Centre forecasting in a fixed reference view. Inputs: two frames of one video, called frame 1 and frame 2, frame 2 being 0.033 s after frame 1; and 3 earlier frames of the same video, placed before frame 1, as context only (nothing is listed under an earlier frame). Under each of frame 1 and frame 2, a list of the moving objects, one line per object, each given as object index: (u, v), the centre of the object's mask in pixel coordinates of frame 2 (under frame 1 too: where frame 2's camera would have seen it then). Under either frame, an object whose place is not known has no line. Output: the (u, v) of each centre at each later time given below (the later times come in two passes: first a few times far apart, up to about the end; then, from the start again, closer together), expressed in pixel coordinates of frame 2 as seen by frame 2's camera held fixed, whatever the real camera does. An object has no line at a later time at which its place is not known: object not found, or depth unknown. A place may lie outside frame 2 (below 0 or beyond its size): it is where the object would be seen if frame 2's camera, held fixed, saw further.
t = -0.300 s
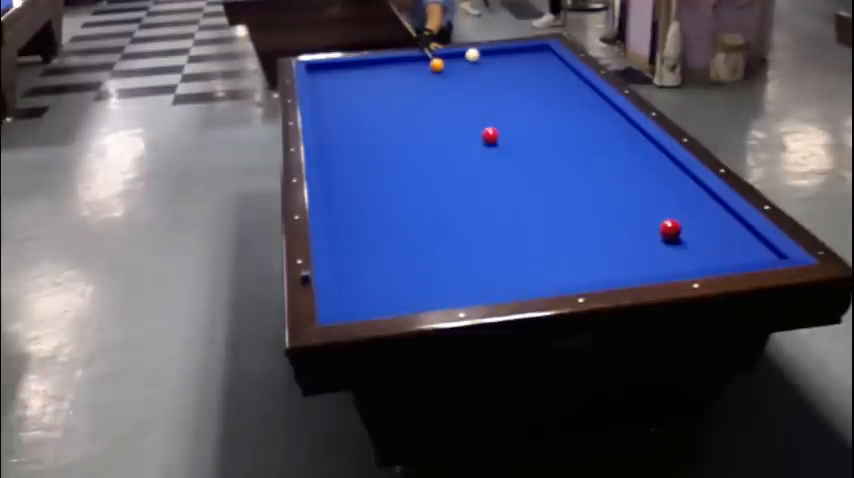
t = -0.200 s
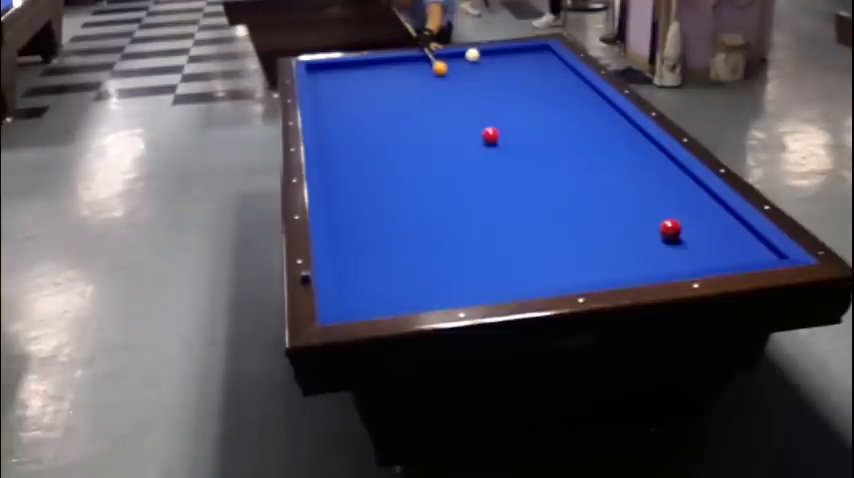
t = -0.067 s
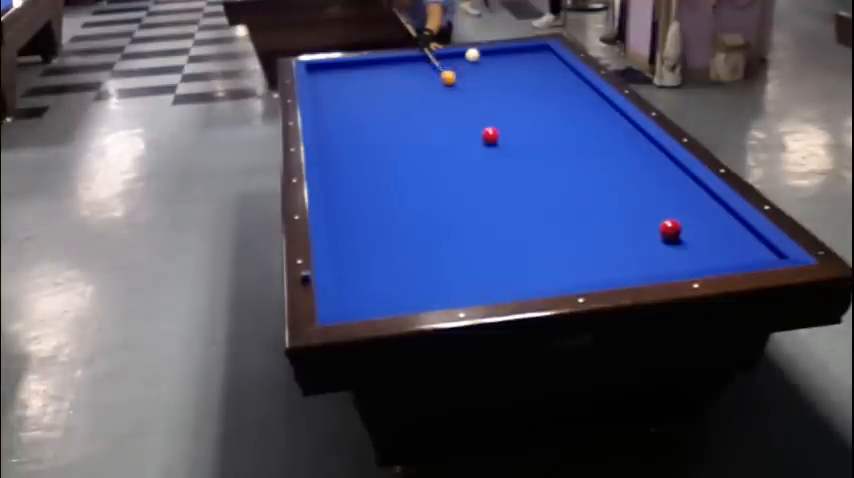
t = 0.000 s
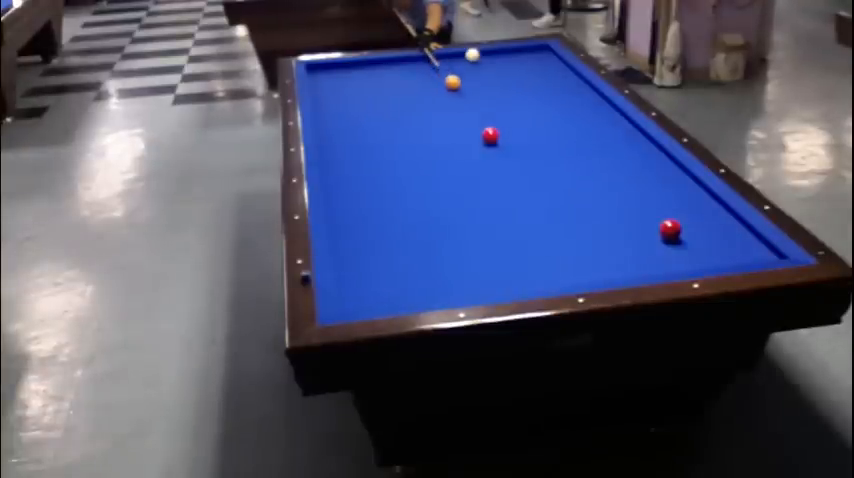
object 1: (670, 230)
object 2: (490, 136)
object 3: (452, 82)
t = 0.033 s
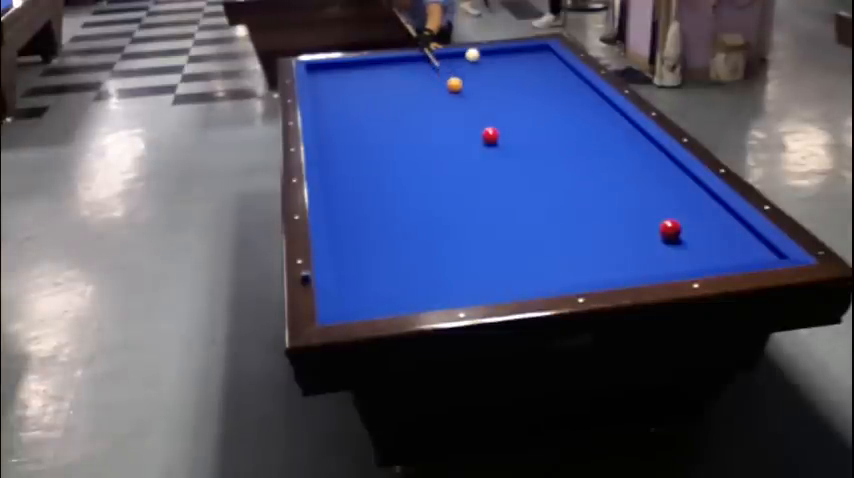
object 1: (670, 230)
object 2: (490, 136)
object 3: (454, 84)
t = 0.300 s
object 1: (670, 230)
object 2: (490, 136)
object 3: (472, 104)
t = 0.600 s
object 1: (670, 230)
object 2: (490, 137)
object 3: (496, 127)
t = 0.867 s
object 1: (670, 230)
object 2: (478, 153)
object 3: (530, 137)
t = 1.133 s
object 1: (670, 230)
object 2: (466, 169)
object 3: (565, 146)
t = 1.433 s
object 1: (670, 230)
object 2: (453, 189)
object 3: (606, 155)
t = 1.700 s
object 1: (670, 230)
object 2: (440, 207)
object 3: (645, 165)
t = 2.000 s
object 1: (670, 230)
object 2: (424, 230)
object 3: (683, 176)
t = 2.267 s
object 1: (670, 230)
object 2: (409, 252)
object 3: (679, 187)
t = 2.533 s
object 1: (670, 230)
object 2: (393, 275)
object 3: (676, 199)
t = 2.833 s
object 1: (670, 230)
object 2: (373, 300)
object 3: (672, 211)
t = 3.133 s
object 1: (670, 235)
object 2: (351, 294)
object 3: (668, 218)
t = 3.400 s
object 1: (670, 243)
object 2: (352, 283)
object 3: (664, 223)
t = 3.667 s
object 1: (670, 252)
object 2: (359, 272)
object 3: (661, 226)
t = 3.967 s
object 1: (670, 260)
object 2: (368, 260)
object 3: (659, 227)
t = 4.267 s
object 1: (669, 265)
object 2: (374, 251)
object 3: (658, 229)
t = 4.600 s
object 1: (659, 263)
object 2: (381, 240)
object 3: (656, 231)
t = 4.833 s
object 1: (654, 262)
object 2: (386, 234)
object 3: (655, 231)
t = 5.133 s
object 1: (647, 258)
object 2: (392, 227)
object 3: (655, 232)
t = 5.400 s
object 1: (643, 257)
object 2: (396, 221)
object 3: (655, 233)
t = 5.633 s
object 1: (640, 255)
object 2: (399, 216)
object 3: (656, 233)
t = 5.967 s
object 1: (636, 254)
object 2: (404, 210)
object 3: (655, 233)
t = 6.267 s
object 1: (635, 254)
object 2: (407, 205)
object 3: (656, 233)
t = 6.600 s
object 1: (634, 254)
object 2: (411, 201)
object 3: (656, 234)
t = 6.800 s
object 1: (634, 254)
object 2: (413, 199)
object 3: (656, 234)
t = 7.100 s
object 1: (634, 255)
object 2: (416, 195)
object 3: (656, 233)
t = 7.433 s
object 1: (634, 255)
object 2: (418, 193)
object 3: (656, 233)
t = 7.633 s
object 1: (634, 255)
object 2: (420, 191)
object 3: (656, 233)
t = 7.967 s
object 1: (634, 254)
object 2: (422, 189)
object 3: (656, 232)
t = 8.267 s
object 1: (634, 254)
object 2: (423, 187)
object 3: (656, 232)
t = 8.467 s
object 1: (634, 254)
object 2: (424, 187)
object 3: (656, 232)
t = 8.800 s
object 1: (634, 254)
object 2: (424, 186)
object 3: (656, 233)
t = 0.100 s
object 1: (670, 230)
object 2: (490, 136)
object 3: (458, 89)
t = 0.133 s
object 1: (670, 230)
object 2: (490, 136)
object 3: (461, 91)
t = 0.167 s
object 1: (670, 230)
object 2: (490, 136)
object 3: (463, 94)
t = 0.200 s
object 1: (670, 230)
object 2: (490, 136)
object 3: (465, 96)
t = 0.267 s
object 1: (670, 230)
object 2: (490, 136)
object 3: (470, 102)
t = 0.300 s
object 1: (670, 230)
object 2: (490, 136)
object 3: (472, 104)
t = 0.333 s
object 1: (670, 230)
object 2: (490, 136)
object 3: (475, 107)
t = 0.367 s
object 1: (670, 230)
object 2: (490, 136)
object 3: (477, 109)
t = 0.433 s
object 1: (670, 230)
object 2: (490, 136)
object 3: (482, 115)
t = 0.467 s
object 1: (670, 230)
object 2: (490, 136)
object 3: (484, 118)
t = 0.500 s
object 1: (670, 230)
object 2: (490, 136)
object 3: (486, 120)
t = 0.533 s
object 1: (670, 230)
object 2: (490, 136)
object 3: (489, 122)
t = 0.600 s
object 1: (670, 230)
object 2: (490, 137)
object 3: (496, 127)
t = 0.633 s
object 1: (670, 230)
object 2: (488, 138)
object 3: (500, 130)
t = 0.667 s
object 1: (670, 230)
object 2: (486, 141)
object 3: (504, 131)
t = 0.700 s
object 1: (670, 230)
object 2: (485, 143)
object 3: (508, 132)
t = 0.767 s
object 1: (670, 230)
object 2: (482, 147)
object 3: (517, 133)
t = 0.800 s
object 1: (670, 230)
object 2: (481, 149)
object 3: (521, 135)
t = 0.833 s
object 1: (670, 230)
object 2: (479, 150)
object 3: (525, 136)
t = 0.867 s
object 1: (670, 230)
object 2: (478, 153)
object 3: (530, 137)
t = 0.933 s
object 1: (670, 230)
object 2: (475, 157)
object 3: (538, 139)
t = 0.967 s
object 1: (670, 230)
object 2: (474, 159)
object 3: (543, 140)
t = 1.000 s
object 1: (670, 230)
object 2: (472, 161)
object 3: (547, 141)
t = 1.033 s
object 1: (670, 230)
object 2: (471, 162)
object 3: (551, 142)
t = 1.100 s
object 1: (670, 230)
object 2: (468, 167)
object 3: (560, 144)
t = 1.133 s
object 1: (670, 230)
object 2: (466, 169)
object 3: (565, 146)
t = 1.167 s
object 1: (670, 230)
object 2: (465, 171)
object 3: (569, 147)
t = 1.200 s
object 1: (670, 230)
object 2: (463, 173)
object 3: (574, 148)
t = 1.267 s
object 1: (670, 230)
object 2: (460, 178)
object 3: (583, 150)
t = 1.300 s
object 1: (670, 230)
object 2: (459, 180)
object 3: (588, 151)
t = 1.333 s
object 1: (670, 230)
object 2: (457, 182)
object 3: (592, 152)
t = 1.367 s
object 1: (670, 230)
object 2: (456, 184)
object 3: (597, 153)
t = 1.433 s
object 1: (670, 230)
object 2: (453, 189)
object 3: (606, 155)
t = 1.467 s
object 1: (670, 230)
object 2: (451, 191)
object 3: (611, 157)
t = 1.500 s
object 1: (670, 230)
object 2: (449, 193)
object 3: (616, 158)
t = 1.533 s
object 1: (670, 230)
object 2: (448, 195)
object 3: (621, 159)
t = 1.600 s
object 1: (670, 230)
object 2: (445, 200)
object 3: (630, 161)
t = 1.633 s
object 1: (670, 230)
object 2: (443, 203)
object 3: (635, 162)
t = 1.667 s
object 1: (670, 230)
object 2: (441, 205)
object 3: (640, 164)
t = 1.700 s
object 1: (670, 230)
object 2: (440, 207)
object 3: (645, 165)
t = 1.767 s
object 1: (670, 230)
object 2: (436, 212)
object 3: (654, 167)
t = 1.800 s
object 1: (670, 230)
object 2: (435, 215)
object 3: (659, 168)
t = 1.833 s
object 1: (670, 230)
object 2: (433, 217)
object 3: (664, 170)
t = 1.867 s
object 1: (670, 230)
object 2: (431, 220)
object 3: (669, 171)
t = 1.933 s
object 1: (670, 230)
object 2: (428, 225)
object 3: (679, 173)
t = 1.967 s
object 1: (670, 230)
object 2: (426, 228)
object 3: (683, 174)
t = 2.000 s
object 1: (670, 230)
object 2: (424, 230)
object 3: (683, 176)
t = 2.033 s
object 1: (670, 230)
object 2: (422, 233)
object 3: (682, 177)
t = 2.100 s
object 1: (670, 230)
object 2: (418, 238)
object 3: (681, 180)
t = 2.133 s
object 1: (670, 230)
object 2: (416, 241)
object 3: (681, 181)
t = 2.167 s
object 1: (670, 230)
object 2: (415, 244)
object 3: (680, 182)
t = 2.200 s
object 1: (670, 230)
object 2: (413, 247)
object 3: (680, 184)
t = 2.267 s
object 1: (670, 230)
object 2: (409, 252)
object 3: (679, 187)
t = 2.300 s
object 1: (670, 230)
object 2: (407, 255)
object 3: (678, 189)
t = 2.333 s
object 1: (670, 230)
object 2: (405, 257)
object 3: (678, 190)
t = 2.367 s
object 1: (670, 230)
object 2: (403, 260)
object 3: (677, 191)
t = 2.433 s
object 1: (670, 230)
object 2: (399, 266)
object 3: (677, 194)
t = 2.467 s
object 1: (670, 230)
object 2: (397, 269)
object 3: (676, 196)
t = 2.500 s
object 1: (670, 230)
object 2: (395, 272)
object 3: (676, 197)
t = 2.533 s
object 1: (670, 230)
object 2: (393, 275)
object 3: (676, 199)
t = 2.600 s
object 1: (670, 230)
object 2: (388, 281)
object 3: (675, 202)
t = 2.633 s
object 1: (670, 230)
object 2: (386, 284)
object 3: (674, 204)
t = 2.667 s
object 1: (670, 230)
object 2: (384, 287)
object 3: (674, 205)
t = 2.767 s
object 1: (670, 230)
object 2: (377, 295)
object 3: (673, 209)
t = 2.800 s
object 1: (670, 230)
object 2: (375, 297)
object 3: (673, 210)
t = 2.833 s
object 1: (670, 230)
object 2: (373, 300)
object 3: (672, 211)
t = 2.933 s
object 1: (670, 231)
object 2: (365, 301)
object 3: (671, 215)
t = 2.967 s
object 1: (670, 231)
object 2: (363, 300)
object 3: (670, 216)
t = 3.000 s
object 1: (670, 231)
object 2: (360, 299)
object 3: (669, 216)
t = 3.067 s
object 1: (670, 233)
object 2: (356, 297)
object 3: (669, 217)
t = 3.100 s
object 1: (670, 234)
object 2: (353, 297)
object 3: (668, 218)
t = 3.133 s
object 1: (670, 235)
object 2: (351, 294)
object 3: (668, 218)
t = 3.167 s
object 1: (670, 237)
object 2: (349, 293)
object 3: (667, 219)
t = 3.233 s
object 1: (670, 239)
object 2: (348, 291)
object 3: (666, 220)
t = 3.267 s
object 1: (670, 239)
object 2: (349, 290)
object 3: (666, 220)
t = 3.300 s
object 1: (670, 241)
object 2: (350, 287)
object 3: (665, 221)
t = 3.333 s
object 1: (670, 242)
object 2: (350, 286)
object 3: (665, 222)
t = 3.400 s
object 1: (670, 243)
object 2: (352, 283)
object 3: (664, 223)
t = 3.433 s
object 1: (670, 245)
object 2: (353, 281)
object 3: (664, 223)
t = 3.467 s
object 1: (670, 245)
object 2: (354, 280)
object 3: (664, 223)
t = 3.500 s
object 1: (670, 246)
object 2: (355, 278)
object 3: (663, 224)
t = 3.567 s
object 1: (671, 249)
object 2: (357, 276)
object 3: (663, 225)
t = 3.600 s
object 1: (670, 250)
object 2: (358, 275)
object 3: (662, 225)
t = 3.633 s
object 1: (670, 251)
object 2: (359, 274)
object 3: (662, 225)
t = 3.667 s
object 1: (670, 252)
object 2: (359, 272)
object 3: (661, 226)
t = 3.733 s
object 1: (671, 254)
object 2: (361, 269)
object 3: (661, 226)
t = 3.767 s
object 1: (670, 255)
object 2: (362, 268)
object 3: (660, 226)
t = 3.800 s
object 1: (670, 256)
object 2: (363, 267)
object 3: (660, 226)
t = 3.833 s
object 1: (670, 257)
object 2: (364, 266)
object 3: (660, 227)
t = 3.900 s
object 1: (670, 259)
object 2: (366, 263)
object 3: (659, 227)
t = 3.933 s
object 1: (670, 260)
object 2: (367, 261)
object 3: (659, 227)
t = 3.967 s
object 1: (670, 260)
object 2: (368, 260)
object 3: (659, 227)
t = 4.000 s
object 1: (670, 261)
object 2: (368, 259)
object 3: (659, 228)
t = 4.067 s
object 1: (670, 262)
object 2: (370, 257)
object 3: (659, 228)
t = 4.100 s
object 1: (670, 263)
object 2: (371, 256)
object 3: (658, 228)
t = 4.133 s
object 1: (670, 264)
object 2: (372, 255)
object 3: (658, 228)
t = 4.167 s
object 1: (670, 264)
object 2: (372, 254)
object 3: (658, 229)
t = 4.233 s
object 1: (670, 265)
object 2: (374, 252)
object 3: (658, 229)
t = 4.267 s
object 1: (669, 265)
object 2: (374, 251)
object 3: (658, 229)
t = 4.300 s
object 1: (668, 265)
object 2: (375, 250)
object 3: (657, 229)
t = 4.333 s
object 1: (667, 265)
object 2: (376, 249)
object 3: (657, 230)
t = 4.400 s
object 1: (665, 265)
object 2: (377, 246)
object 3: (657, 230)
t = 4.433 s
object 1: (664, 264)
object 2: (378, 245)
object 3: (657, 230)
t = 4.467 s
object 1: (663, 264)
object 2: (379, 244)
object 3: (657, 230)
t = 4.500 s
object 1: (662, 264)
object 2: (379, 243)
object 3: (657, 230)
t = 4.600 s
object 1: (659, 263)
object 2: (381, 240)
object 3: (656, 231)
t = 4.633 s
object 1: (659, 263)
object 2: (382, 239)
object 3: (656, 231)
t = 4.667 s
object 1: (657, 263)
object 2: (383, 238)
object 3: (656, 231)
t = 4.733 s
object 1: (656, 263)
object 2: (384, 237)
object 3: (655, 231)
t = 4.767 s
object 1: (655, 263)
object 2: (385, 235)
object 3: (655, 231)
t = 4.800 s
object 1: (654, 262)
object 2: (386, 235)
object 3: (655, 231)
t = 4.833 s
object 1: (654, 262)
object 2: (386, 234)
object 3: (655, 231)
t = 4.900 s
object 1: (652, 262)
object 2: (387, 232)
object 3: (655, 232)
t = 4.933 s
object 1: (651, 262)
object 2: (388, 231)
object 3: (655, 232)
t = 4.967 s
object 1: (651, 261)
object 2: (389, 230)
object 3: (655, 232)
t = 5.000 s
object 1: (650, 261)
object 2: (389, 230)
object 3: (655, 232)
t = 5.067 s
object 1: (649, 259)
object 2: (390, 228)
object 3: (655, 232)
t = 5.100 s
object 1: (648, 259)
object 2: (391, 228)
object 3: (655, 232)
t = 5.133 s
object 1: (647, 258)
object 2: (392, 227)
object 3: (655, 232)
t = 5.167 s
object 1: (647, 258)
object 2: (392, 226)
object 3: (655, 232)
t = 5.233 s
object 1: (645, 258)
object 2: (393, 224)
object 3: (655, 232)
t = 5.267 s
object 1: (645, 258)
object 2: (394, 224)
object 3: (655, 232)
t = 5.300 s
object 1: (644, 257)
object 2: (394, 223)
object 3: (655, 233)
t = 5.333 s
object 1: (643, 257)
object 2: (395, 222)
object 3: (655, 232)
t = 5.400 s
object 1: (643, 257)
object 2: (396, 221)
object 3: (655, 233)
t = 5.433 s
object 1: (642, 256)
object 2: (396, 220)
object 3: (655, 233)
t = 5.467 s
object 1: (642, 256)
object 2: (397, 219)
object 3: (655, 233)
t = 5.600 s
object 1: (640, 256)
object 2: (399, 217)
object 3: (656, 233)
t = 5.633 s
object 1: (640, 255)
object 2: (399, 216)
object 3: (656, 233)
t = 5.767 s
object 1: (638, 255)
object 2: (401, 214)
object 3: (656, 233)
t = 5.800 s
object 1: (638, 255)
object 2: (402, 213)
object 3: (656, 233)
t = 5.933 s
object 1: (637, 254)
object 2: (403, 211)
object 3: (655, 233)
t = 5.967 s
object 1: (636, 254)
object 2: (404, 210)
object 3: (655, 233)
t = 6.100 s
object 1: (635, 254)
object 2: (405, 208)
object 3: (656, 233)
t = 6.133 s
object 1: (635, 253)
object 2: (406, 208)
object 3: (656, 233)
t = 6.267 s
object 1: (635, 254)
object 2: (407, 205)
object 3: (656, 233)
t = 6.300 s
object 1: (634, 254)
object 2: (408, 205)
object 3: (656, 233)
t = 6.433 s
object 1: (634, 254)
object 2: (409, 203)
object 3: (656, 233)
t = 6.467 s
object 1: (634, 254)
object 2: (410, 203)
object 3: (656, 233)
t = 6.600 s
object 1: (634, 254)
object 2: (411, 201)
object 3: (656, 234)
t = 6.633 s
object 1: (634, 254)
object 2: (411, 201)
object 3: (656, 234)
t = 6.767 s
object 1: (634, 254)
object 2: (413, 199)
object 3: (656, 234)
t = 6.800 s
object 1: (634, 254)
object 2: (413, 199)
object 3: (656, 234)
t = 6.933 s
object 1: (634, 254)
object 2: (414, 197)
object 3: (656, 233)
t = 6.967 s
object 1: (634, 254)
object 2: (414, 197)
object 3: (656, 233)
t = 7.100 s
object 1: (634, 255)
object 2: (416, 195)
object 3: (656, 233)
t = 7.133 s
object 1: (634, 255)
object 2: (416, 195)
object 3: (656, 233)
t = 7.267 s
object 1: (634, 255)
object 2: (417, 194)
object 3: (656, 233)
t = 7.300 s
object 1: (634, 255)
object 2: (417, 194)
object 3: (656, 233)
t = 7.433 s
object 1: (634, 255)
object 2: (418, 193)
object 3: (656, 233)
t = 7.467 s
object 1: (634, 255)
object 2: (419, 192)
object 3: (656, 233)
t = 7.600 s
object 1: (634, 255)
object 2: (419, 191)
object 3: (656, 233)
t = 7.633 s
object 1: (634, 255)
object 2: (420, 191)
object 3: (656, 233)
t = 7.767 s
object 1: (634, 254)
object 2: (420, 190)
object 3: (656, 233)
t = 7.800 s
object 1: (634, 254)
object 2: (421, 190)
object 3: (656, 232)
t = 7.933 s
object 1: (634, 254)
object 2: (422, 189)
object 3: (656, 232)
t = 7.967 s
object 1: (634, 254)
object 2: (422, 189)
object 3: (656, 232)
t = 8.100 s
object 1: (634, 254)
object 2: (422, 188)
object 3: (656, 232)
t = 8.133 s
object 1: (634, 254)
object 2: (422, 188)
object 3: (656, 232)
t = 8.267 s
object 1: (634, 254)
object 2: (423, 187)
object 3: (656, 232)
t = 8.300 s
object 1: (634, 254)
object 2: (424, 187)
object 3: (656, 232)
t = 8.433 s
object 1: (634, 254)
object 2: (424, 187)
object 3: (656, 233)
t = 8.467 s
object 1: (634, 254)
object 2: (424, 187)
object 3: (656, 232)
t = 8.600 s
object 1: (634, 254)
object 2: (424, 186)
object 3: (656, 233)
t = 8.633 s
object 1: (634, 254)
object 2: (424, 186)
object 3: (656, 232)
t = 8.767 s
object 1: (634, 254)
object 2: (424, 186)
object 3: (656, 232)
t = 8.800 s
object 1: (634, 254)
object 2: (424, 186)
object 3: (656, 233)
